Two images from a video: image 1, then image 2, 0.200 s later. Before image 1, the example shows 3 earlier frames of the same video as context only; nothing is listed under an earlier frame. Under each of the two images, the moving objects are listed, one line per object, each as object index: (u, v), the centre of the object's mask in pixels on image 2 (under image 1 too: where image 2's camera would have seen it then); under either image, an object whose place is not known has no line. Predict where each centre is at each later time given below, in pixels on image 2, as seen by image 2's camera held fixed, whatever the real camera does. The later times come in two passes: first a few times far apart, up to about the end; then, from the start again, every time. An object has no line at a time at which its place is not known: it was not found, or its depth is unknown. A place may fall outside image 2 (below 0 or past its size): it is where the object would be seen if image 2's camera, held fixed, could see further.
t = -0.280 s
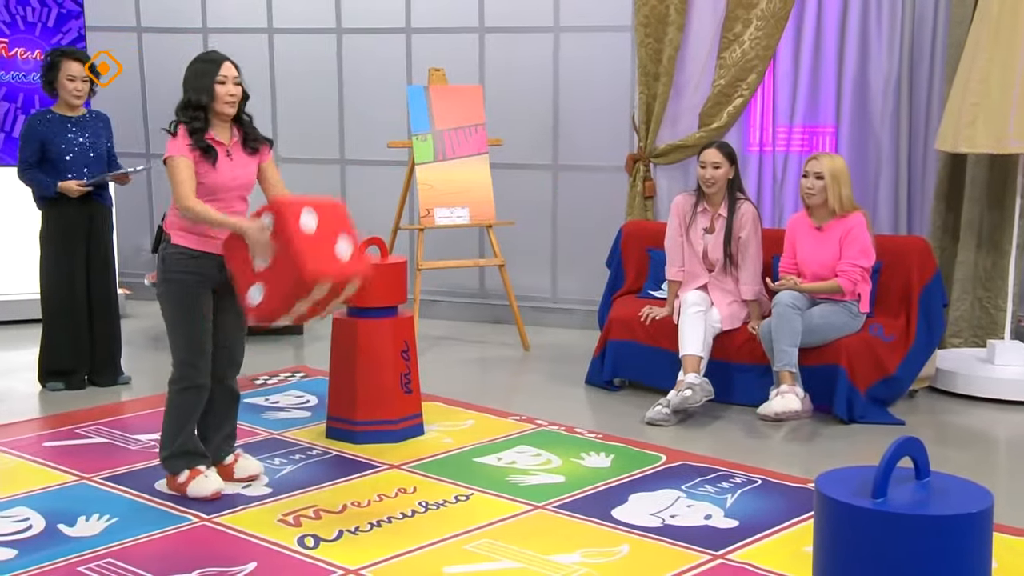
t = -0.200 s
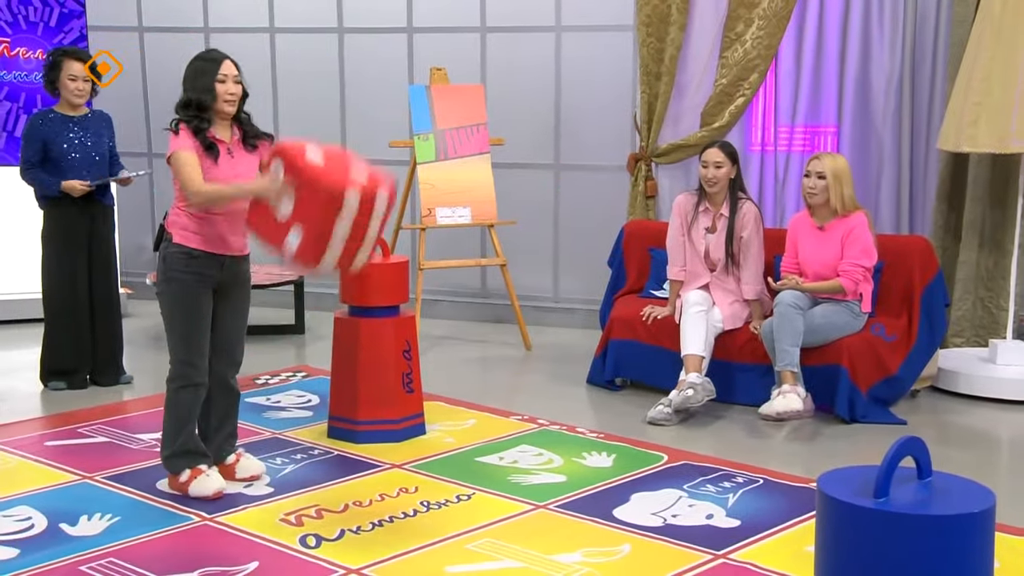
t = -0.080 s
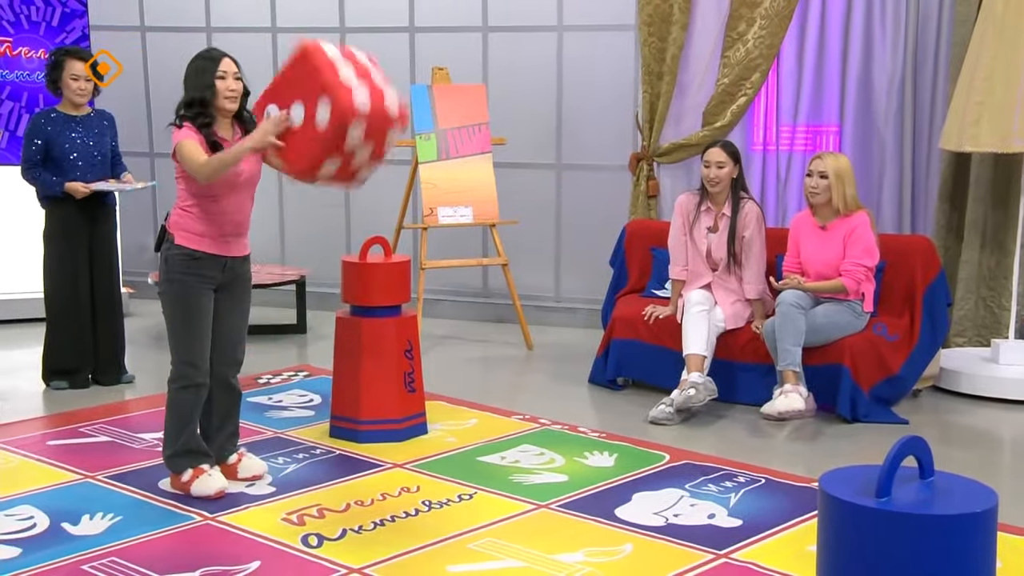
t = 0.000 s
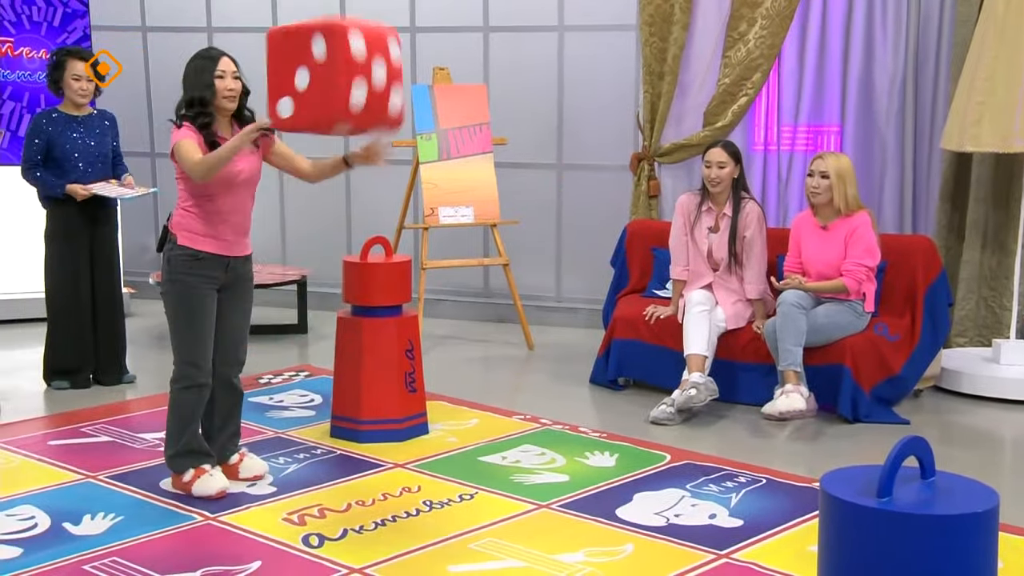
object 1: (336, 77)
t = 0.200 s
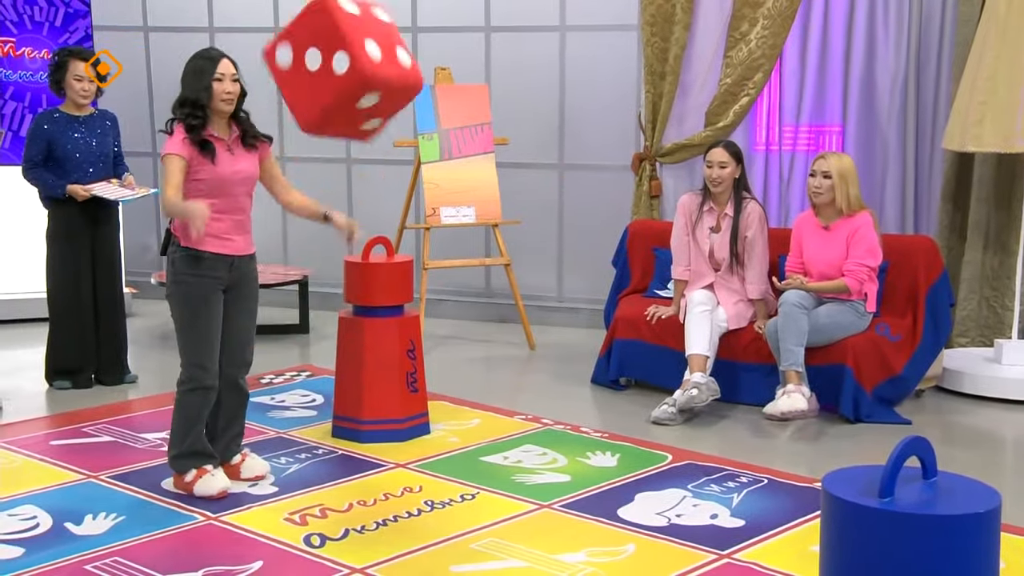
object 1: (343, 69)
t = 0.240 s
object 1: (345, 80)
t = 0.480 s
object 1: (358, 238)
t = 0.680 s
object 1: (371, 472)
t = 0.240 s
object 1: (345, 80)
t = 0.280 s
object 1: (347, 95)
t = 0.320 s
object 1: (348, 114)
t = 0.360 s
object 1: (351, 139)
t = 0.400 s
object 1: (353, 167)
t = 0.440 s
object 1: (356, 200)
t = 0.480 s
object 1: (358, 238)
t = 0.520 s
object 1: (360, 277)
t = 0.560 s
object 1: (363, 319)
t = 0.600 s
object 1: (366, 369)
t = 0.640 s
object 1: (370, 418)
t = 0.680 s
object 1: (371, 472)
